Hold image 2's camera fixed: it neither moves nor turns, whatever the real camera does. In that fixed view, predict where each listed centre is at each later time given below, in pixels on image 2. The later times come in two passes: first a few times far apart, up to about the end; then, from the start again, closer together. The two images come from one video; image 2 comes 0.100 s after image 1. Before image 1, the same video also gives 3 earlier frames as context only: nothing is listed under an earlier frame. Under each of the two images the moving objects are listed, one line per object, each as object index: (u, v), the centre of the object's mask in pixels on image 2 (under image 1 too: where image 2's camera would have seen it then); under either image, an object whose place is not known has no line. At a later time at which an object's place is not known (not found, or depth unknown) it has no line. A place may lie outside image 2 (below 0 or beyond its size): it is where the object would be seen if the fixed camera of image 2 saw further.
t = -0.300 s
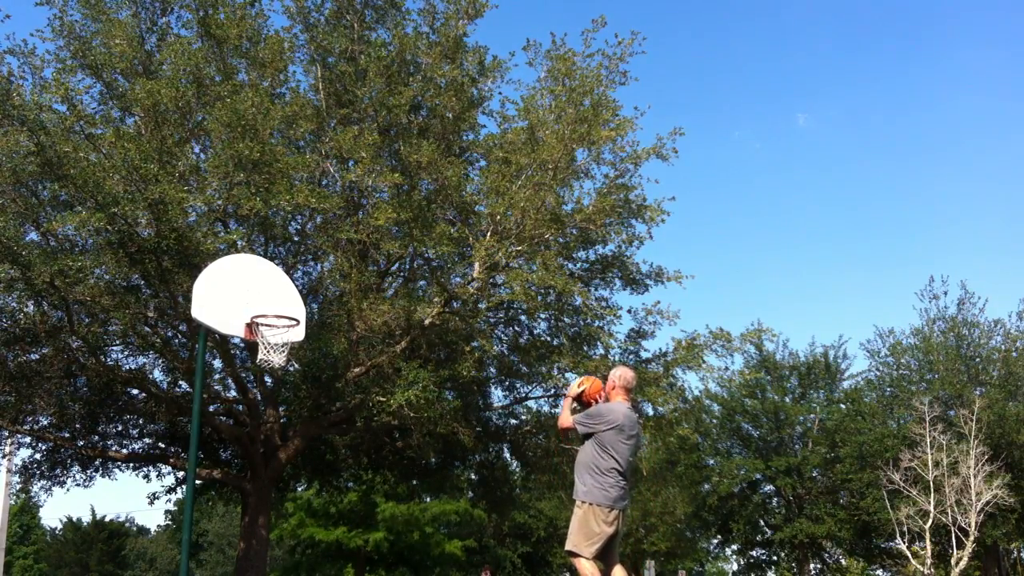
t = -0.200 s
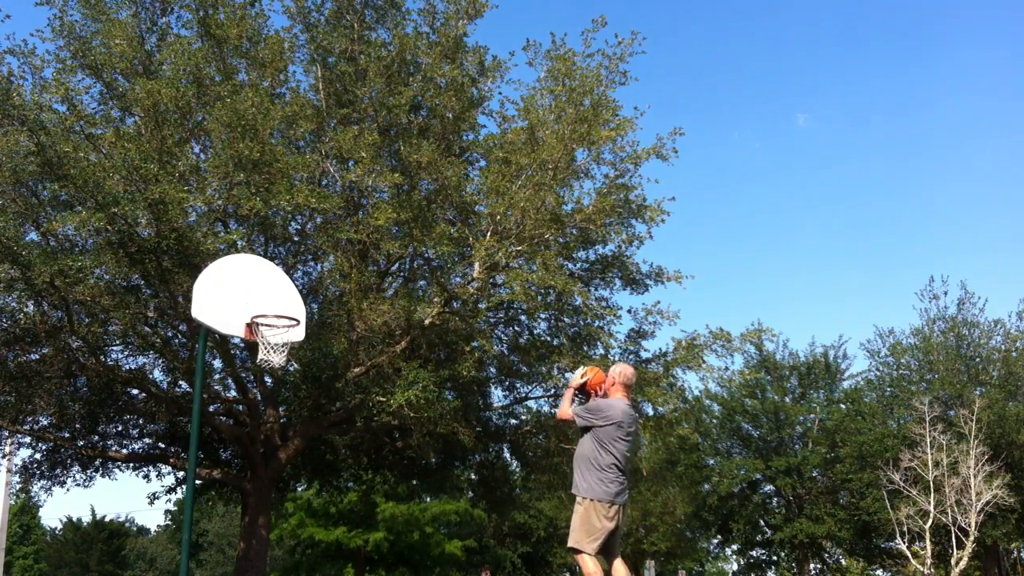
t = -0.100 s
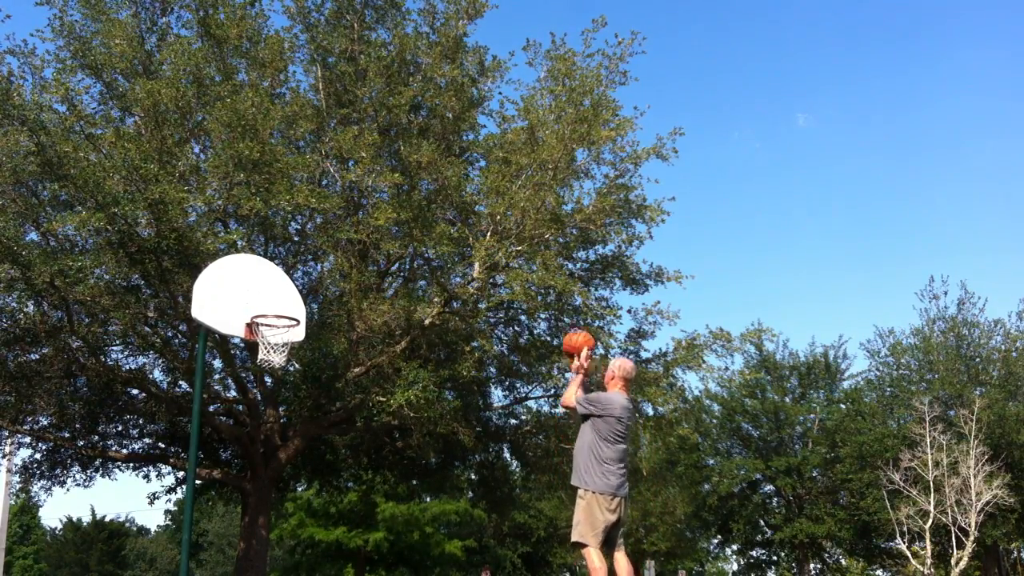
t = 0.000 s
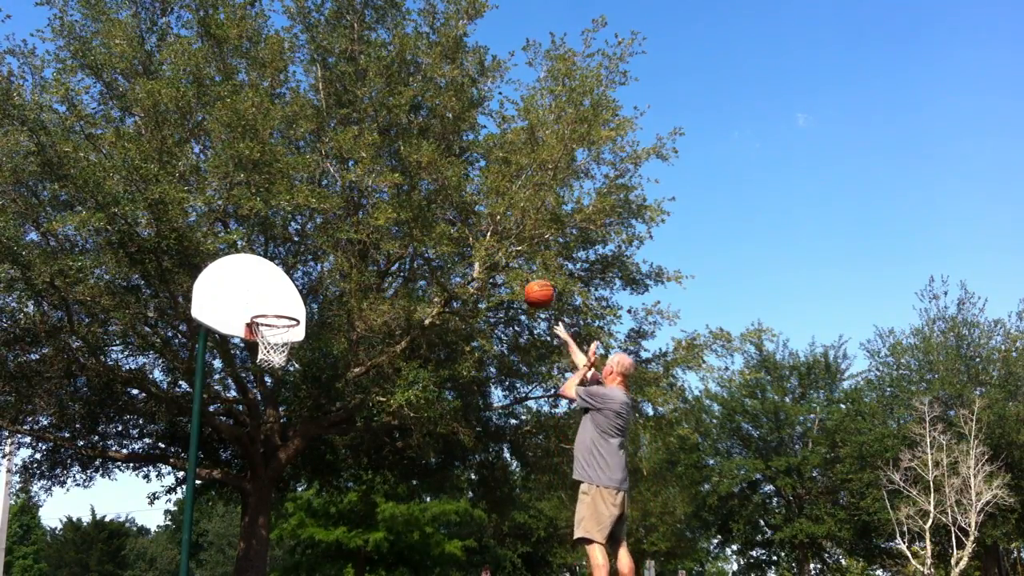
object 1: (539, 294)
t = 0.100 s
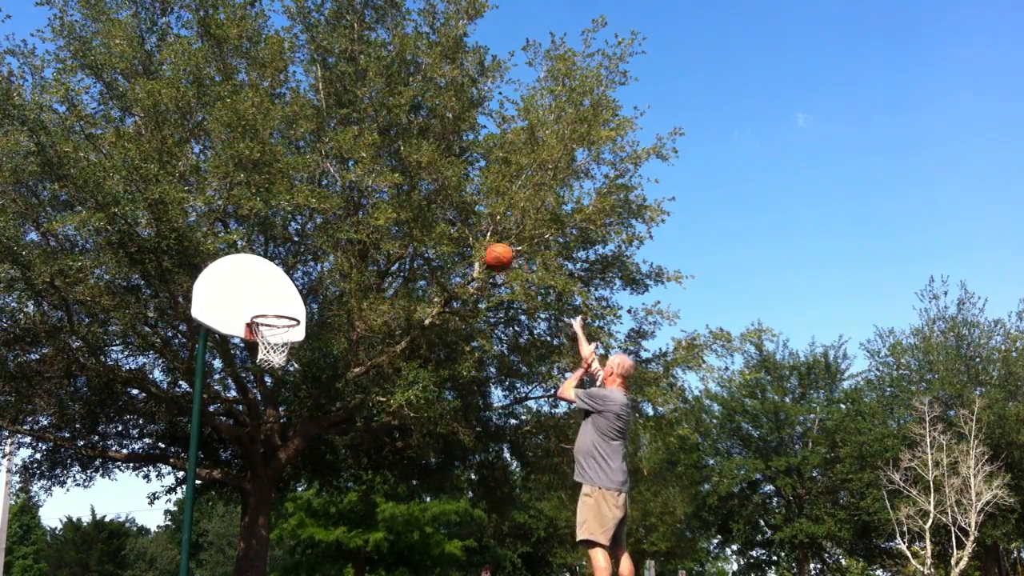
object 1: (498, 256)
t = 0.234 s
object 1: (450, 228)
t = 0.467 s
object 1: (374, 224)
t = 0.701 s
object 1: (308, 271)
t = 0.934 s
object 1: (258, 333)
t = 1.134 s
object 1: (277, 351)
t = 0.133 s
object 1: (486, 248)
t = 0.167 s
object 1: (474, 240)
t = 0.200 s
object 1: (462, 234)
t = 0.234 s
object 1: (450, 228)
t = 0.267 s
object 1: (439, 224)
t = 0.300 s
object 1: (428, 221)
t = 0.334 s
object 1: (416, 220)
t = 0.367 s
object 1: (405, 219)
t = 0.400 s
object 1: (396, 220)
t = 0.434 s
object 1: (385, 221)
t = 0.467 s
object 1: (374, 224)
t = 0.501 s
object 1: (365, 229)
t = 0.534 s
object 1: (355, 232)
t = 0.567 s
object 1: (345, 239)
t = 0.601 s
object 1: (336, 246)
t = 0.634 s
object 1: (326, 253)
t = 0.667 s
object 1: (317, 262)
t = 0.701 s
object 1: (308, 271)
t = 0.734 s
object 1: (300, 282)
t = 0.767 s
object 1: (290, 294)
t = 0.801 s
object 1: (281, 306)
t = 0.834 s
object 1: (272, 319)
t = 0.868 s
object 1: (267, 329)
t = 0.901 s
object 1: (260, 333)
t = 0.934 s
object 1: (258, 333)
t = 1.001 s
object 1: (265, 348)
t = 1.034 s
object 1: (268, 351)
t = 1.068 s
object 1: (272, 351)
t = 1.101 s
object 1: (275, 355)
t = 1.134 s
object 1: (277, 351)
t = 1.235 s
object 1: (282, 350)
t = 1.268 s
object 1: (283, 350)
